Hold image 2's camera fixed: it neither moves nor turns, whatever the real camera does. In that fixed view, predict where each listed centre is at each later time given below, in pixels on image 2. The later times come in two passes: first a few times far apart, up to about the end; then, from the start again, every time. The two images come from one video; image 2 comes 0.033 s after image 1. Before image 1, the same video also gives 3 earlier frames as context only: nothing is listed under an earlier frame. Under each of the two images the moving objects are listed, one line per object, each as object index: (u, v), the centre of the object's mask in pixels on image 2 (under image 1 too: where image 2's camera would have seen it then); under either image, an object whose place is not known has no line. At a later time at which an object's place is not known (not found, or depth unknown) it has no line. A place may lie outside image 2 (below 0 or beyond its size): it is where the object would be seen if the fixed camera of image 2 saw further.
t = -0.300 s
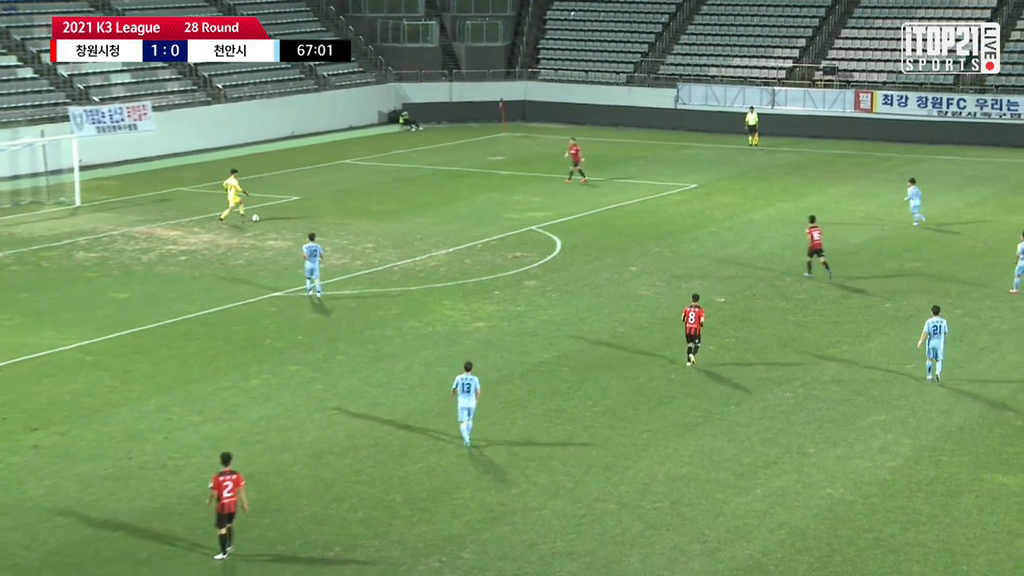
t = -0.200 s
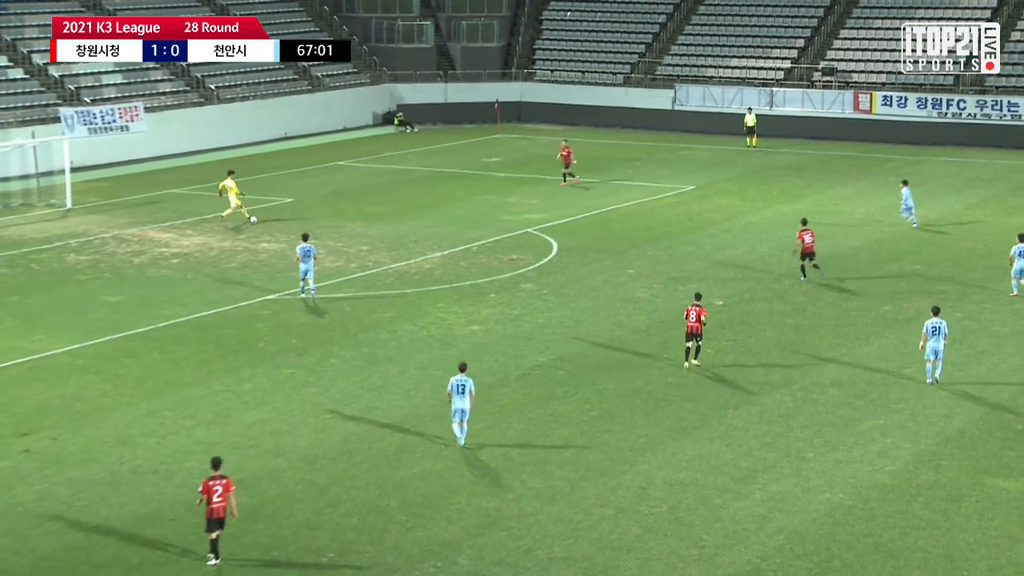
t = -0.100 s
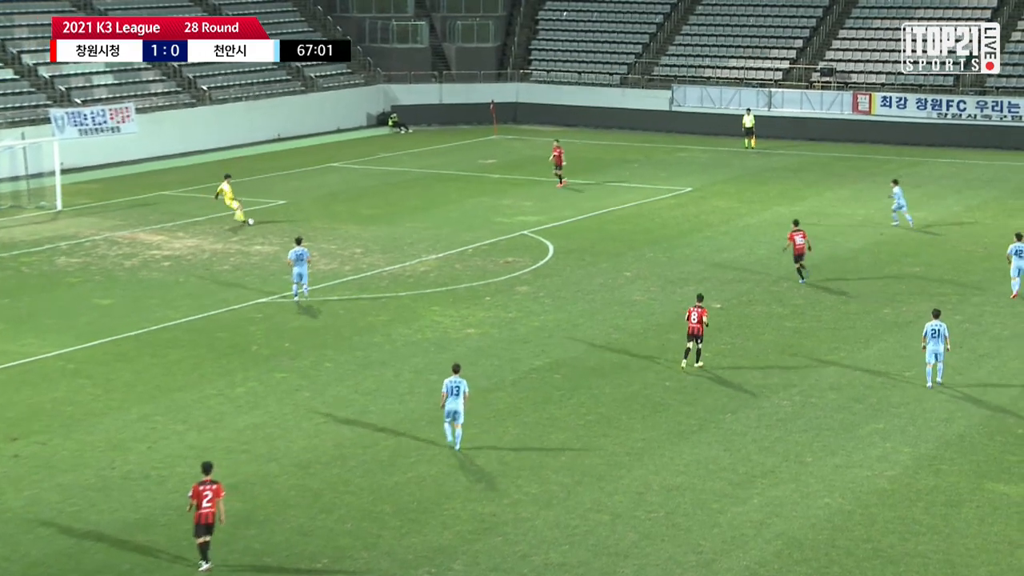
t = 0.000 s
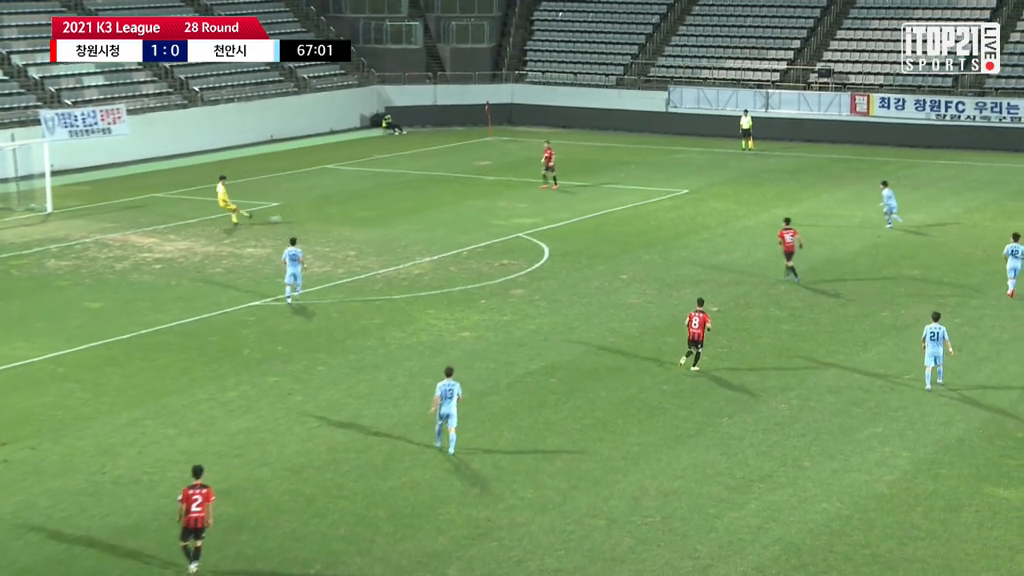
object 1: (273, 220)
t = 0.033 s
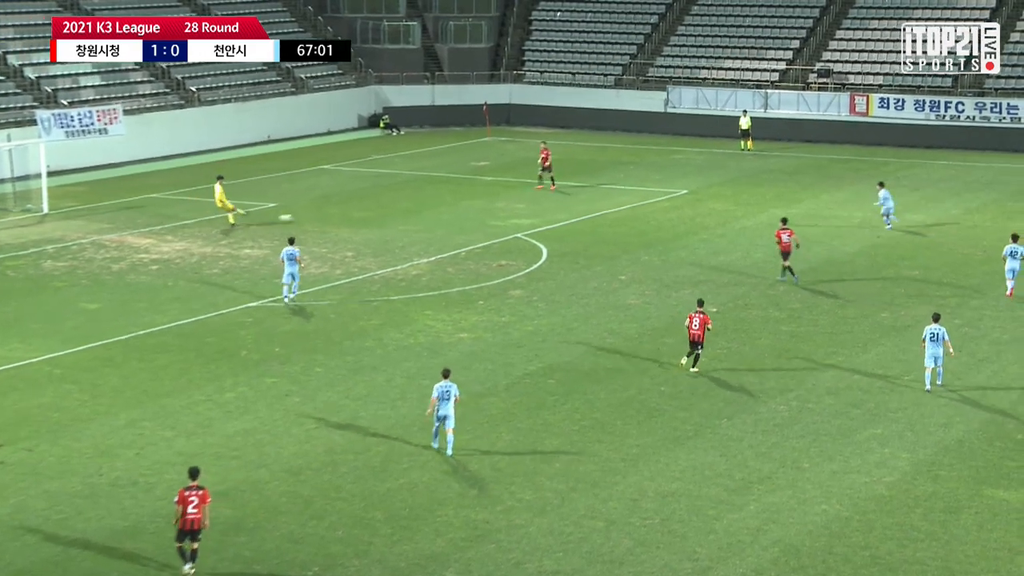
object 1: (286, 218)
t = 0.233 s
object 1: (357, 208)
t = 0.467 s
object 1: (424, 202)
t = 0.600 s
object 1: (455, 195)
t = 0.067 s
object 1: (298, 216)
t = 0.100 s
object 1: (311, 215)
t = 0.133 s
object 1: (324, 215)
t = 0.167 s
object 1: (335, 213)
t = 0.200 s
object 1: (347, 211)
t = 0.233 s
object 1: (357, 208)
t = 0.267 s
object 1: (367, 206)
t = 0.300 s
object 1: (377, 205)
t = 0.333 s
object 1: (387, 205)
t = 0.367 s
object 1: (397, 204)
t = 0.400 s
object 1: (407, 204)
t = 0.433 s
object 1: (416, 203)
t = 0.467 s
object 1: (424, 202)
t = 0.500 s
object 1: (432, 199)
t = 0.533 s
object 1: (440, 198)
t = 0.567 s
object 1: (447, 196)
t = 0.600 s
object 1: (455, 195)
